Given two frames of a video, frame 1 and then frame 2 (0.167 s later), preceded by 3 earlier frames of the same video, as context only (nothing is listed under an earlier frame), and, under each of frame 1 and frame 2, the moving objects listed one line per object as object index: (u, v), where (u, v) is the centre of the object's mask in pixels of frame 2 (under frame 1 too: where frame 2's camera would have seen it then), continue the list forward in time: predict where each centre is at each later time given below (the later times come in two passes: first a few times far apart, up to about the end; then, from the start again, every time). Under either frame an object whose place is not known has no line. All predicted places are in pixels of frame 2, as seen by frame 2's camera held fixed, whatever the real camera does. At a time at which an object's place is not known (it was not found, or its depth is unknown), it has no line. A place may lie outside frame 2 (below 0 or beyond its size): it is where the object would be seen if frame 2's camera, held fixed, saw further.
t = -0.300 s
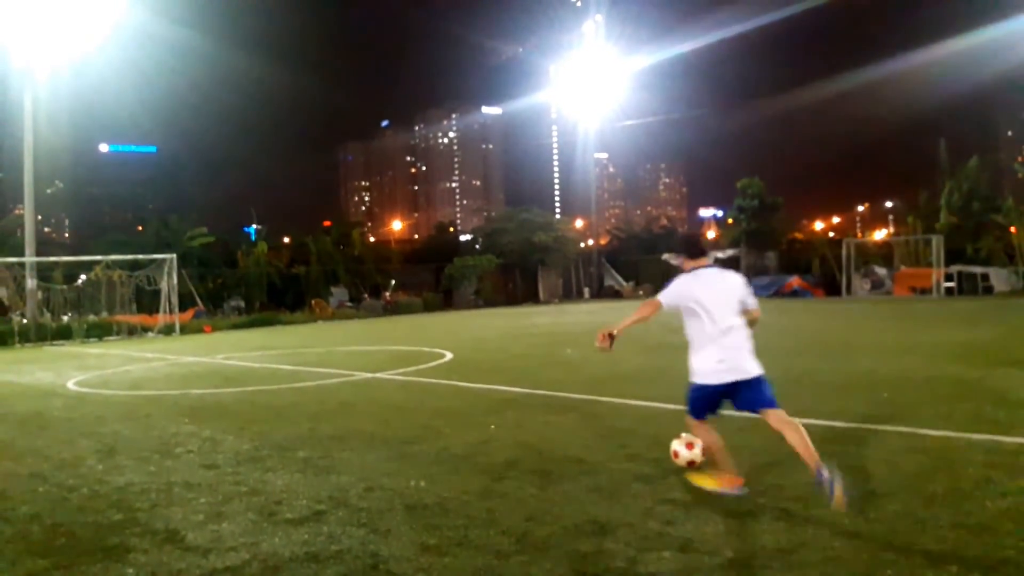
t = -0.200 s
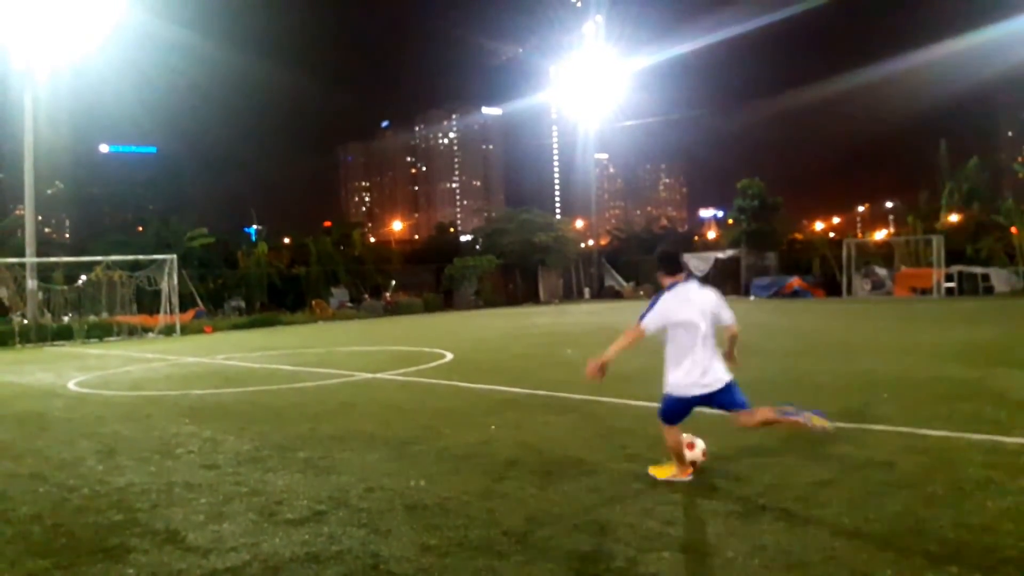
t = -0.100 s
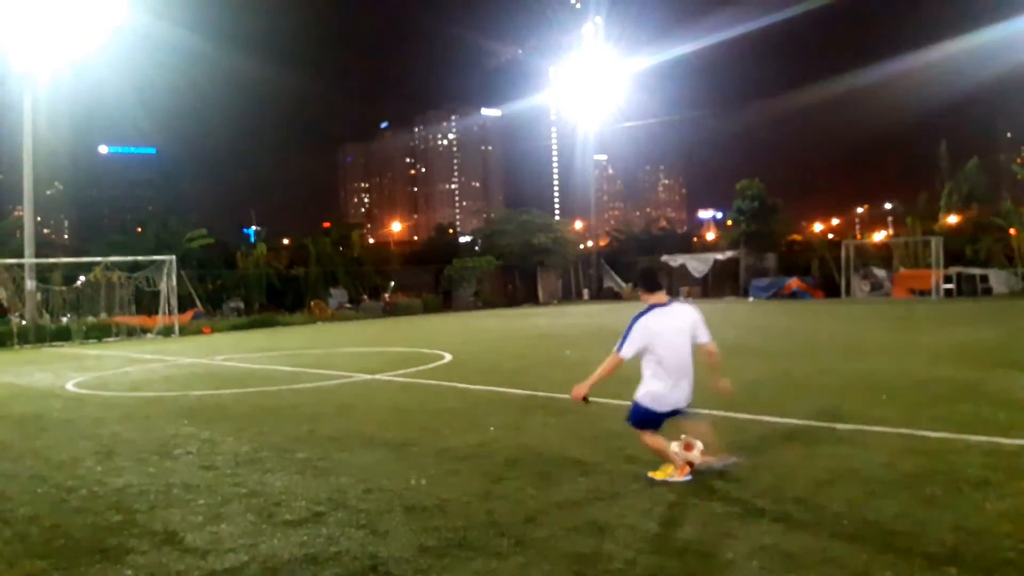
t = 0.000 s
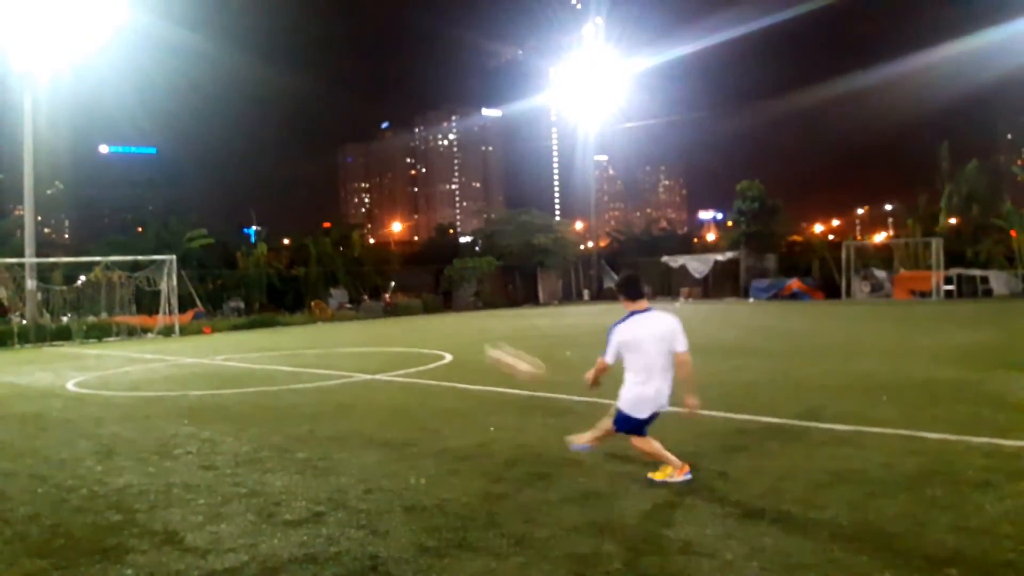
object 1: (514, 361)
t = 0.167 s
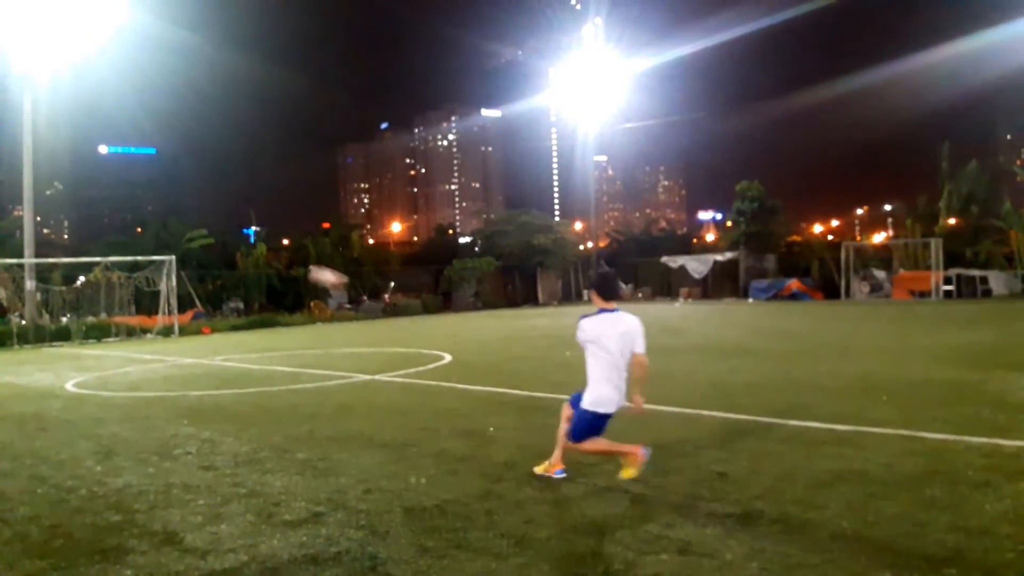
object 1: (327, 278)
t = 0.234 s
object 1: (278, 258)
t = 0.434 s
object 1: (179, 226)
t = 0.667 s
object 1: (113, 218)
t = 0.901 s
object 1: (72, 227)
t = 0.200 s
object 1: (301, 267)
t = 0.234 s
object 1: (278, 258)
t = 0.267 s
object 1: (258, 251)
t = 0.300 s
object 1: (238, 243)
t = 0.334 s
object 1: (222, 238)
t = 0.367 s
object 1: (206, 233)
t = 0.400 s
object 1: (193, 230)
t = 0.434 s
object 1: (179, 226)
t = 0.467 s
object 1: (168, 223)
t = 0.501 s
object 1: (156, 221)
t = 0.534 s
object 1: (147, 220)
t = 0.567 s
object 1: (137, 219)
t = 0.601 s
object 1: (129, 218)
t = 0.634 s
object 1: (120, 218)
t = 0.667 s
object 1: (113, 218)
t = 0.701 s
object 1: (106, 219)
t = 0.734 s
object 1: (99, 219)
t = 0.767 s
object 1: (93, 220)
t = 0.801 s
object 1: (87, 222)
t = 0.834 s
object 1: (82, 223)
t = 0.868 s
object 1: (77, 225)
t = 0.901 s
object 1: (72, 227)
